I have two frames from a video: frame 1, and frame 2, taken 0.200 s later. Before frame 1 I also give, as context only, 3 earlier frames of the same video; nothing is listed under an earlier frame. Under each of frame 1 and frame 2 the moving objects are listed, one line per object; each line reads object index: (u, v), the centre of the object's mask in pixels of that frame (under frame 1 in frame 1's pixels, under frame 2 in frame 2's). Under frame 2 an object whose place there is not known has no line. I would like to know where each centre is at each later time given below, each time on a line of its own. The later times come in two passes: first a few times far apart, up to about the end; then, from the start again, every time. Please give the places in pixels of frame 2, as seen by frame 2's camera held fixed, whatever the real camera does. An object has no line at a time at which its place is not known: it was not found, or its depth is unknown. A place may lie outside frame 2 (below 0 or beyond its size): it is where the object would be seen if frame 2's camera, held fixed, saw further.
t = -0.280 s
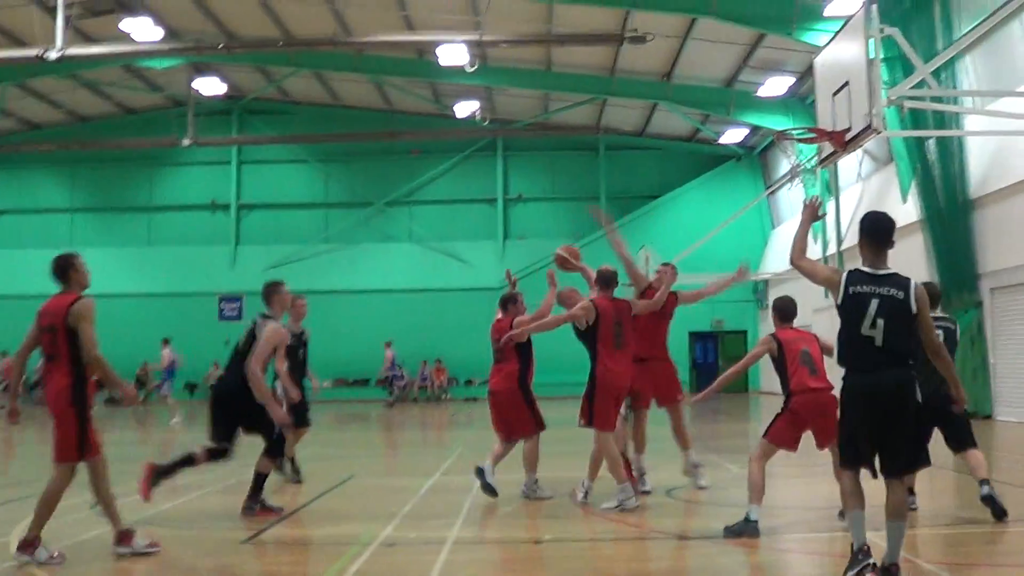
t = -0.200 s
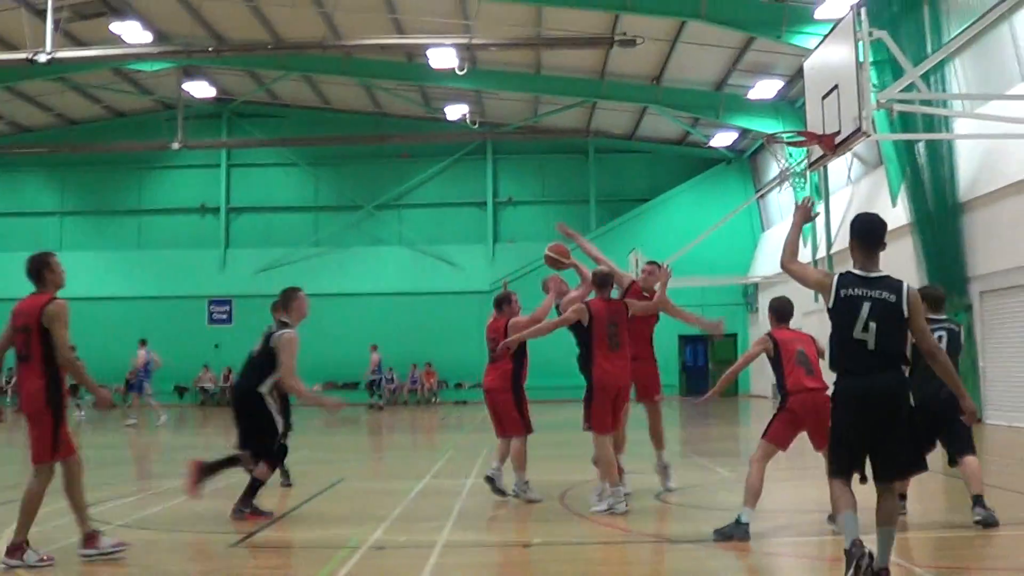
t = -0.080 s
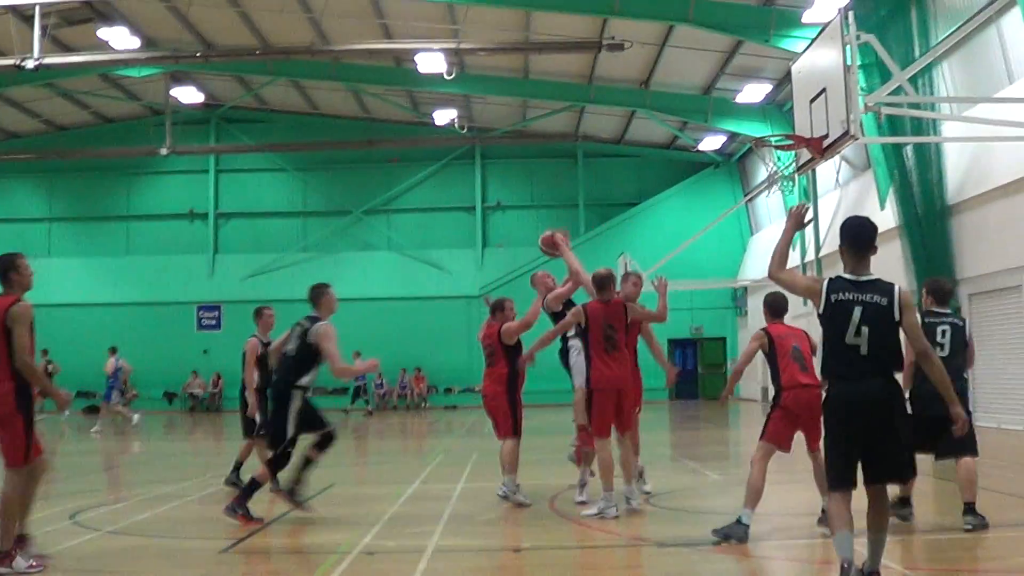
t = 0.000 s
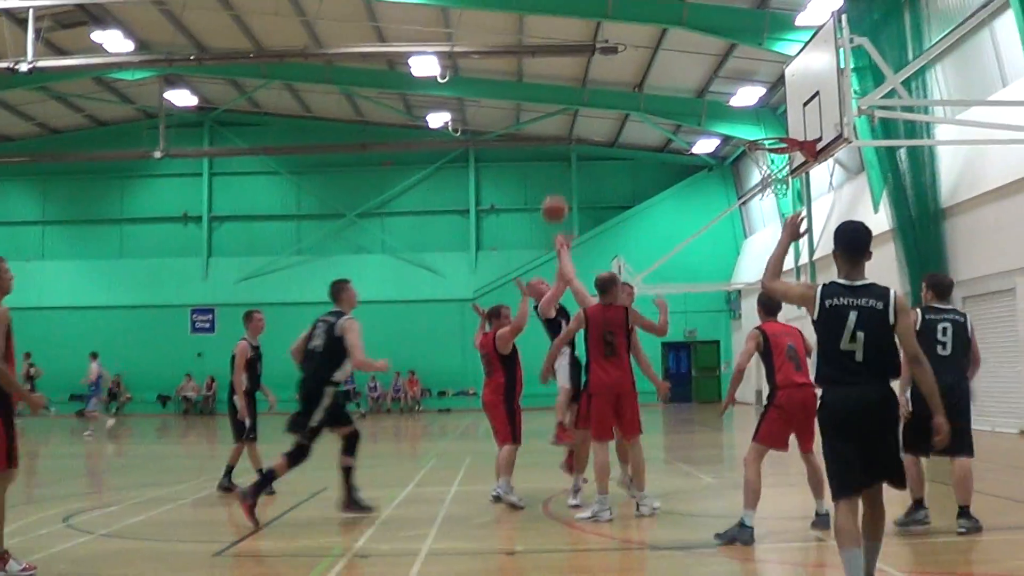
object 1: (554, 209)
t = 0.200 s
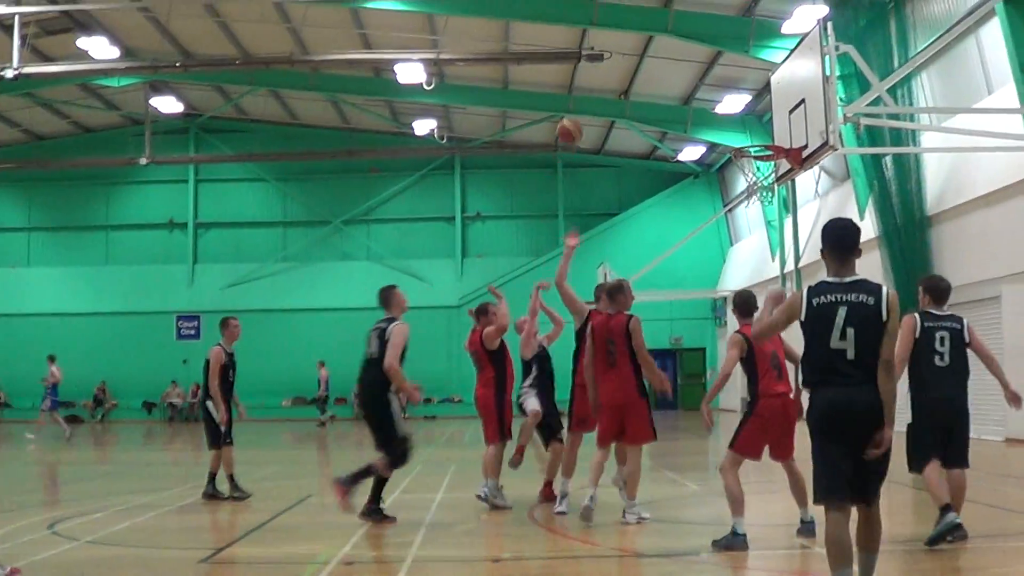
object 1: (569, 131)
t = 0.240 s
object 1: (575, 119)
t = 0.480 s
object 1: (612, 85)
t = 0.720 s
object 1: (654, 108)
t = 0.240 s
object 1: (575, 119)
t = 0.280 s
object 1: (581, 110)
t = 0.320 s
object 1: (587, 101)
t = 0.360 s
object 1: (594, 94)
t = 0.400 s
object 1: (600, 90)
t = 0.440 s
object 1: (606, 86)
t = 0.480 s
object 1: (612, 85)
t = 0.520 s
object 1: (619, 85)
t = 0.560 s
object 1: (626, 86)
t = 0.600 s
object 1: (633, 89)
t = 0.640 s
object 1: (640, 95)
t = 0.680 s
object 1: (648, 101)
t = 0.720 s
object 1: (654, 108)
